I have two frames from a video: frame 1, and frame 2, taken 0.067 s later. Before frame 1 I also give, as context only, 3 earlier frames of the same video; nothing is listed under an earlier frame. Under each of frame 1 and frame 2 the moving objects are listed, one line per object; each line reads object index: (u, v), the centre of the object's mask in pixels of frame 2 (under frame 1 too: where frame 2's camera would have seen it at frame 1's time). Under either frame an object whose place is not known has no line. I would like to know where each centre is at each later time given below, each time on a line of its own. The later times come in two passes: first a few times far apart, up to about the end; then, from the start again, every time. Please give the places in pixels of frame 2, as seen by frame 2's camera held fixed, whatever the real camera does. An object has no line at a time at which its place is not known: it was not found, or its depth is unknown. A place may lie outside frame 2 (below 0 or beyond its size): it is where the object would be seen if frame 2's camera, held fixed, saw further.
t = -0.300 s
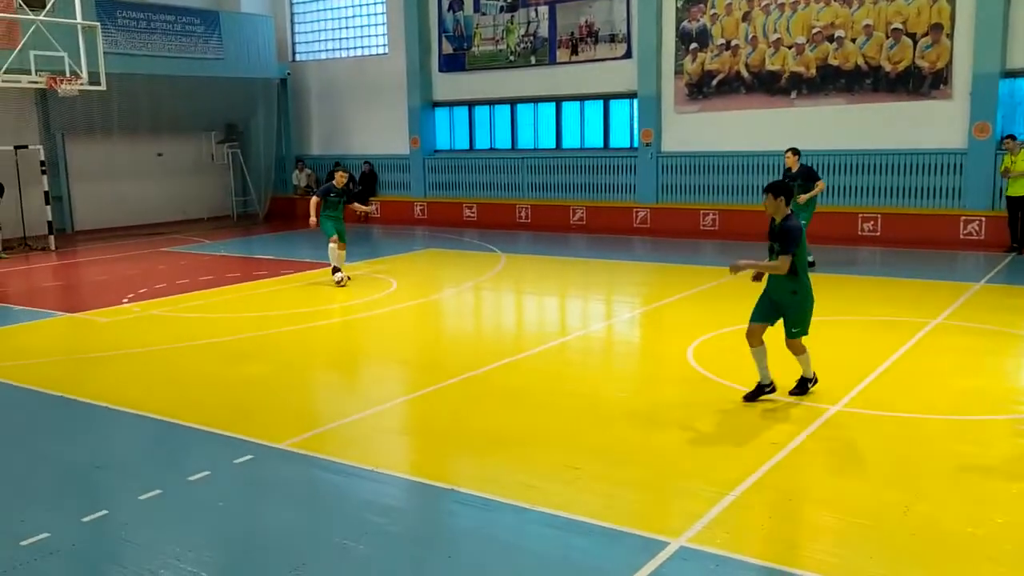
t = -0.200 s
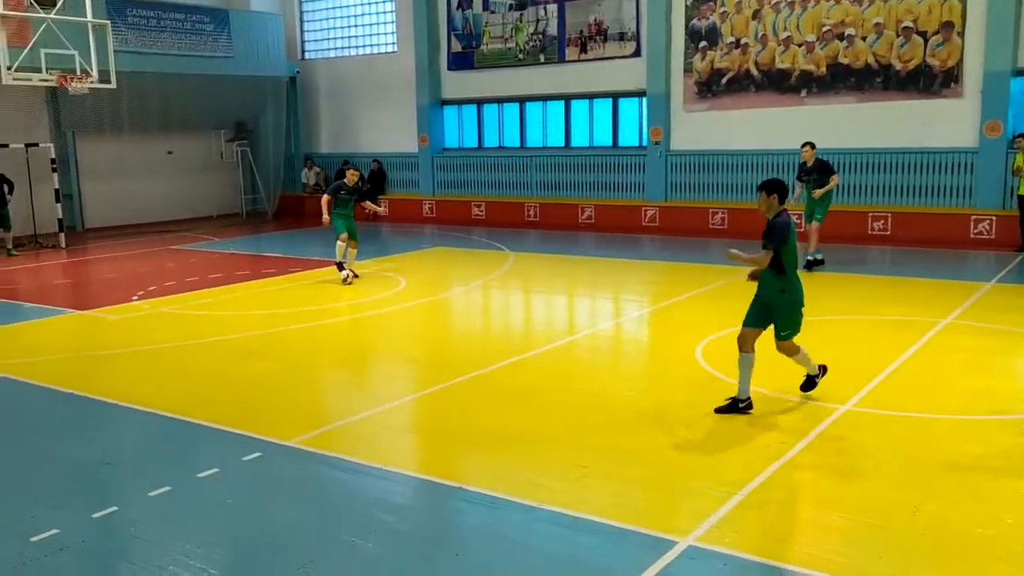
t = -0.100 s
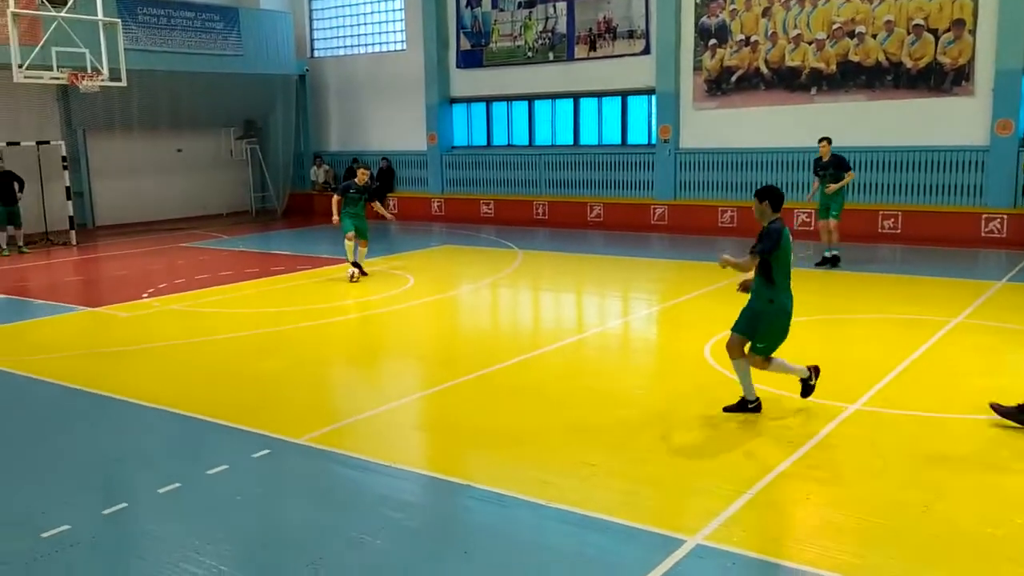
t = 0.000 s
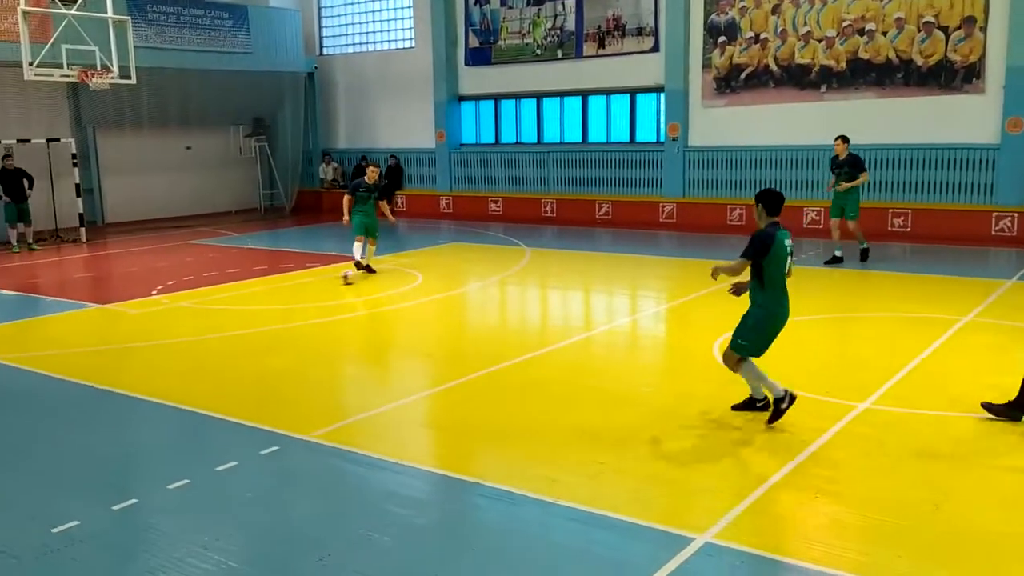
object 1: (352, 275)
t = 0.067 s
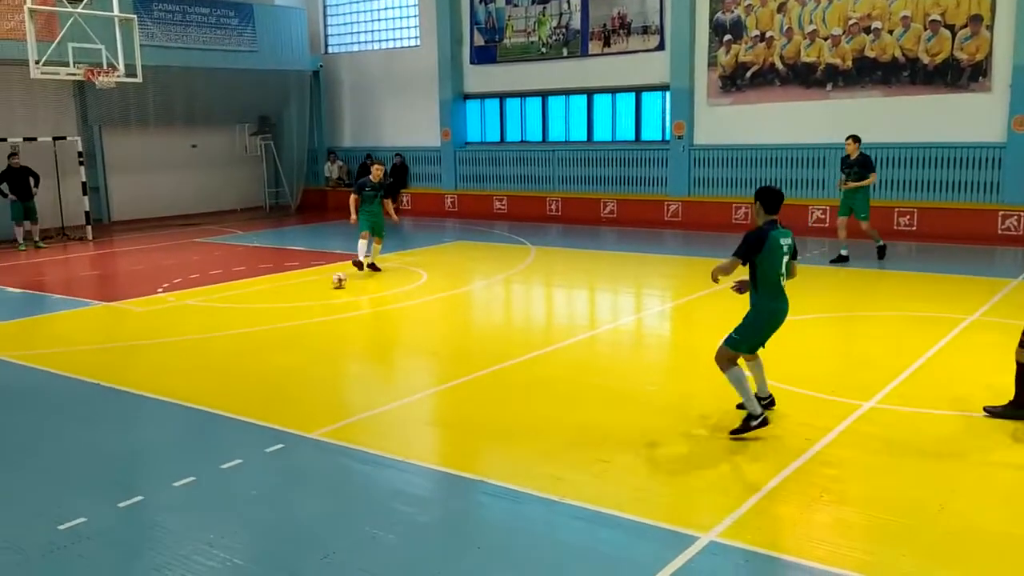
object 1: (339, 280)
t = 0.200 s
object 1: (308, 290)
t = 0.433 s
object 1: (254, 310)
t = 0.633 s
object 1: (209, 327)
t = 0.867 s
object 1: (148, 348)
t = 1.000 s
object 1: (109, 362)
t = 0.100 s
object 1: (330, 283)
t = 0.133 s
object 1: (323, 285)
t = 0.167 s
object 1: (316, 288)
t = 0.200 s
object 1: (308, 290)
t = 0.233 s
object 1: (300, 294)
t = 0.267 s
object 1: (293, 296)
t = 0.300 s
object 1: (285, 299)
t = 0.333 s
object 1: (277, 302)
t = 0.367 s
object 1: (270, 304)
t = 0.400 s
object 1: (262, 308)
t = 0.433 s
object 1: (254, 310)
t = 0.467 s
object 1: (246, 313)
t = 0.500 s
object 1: (239, 316)
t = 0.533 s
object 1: (231, 319)
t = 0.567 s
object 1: (224, 321)
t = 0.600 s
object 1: (216, 324)
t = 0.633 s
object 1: (209, 327)
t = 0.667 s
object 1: (200, 330)
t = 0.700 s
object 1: (192, 332)
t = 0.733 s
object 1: (184, 335)
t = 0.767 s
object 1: (175, 338)
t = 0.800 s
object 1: (166, 342)
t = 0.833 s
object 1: (157, 344)
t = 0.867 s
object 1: (148, 348)
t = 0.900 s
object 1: (139, 351)
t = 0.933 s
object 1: (129, 355)
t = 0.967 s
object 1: (119, 358)
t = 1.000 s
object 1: (109, 362)
